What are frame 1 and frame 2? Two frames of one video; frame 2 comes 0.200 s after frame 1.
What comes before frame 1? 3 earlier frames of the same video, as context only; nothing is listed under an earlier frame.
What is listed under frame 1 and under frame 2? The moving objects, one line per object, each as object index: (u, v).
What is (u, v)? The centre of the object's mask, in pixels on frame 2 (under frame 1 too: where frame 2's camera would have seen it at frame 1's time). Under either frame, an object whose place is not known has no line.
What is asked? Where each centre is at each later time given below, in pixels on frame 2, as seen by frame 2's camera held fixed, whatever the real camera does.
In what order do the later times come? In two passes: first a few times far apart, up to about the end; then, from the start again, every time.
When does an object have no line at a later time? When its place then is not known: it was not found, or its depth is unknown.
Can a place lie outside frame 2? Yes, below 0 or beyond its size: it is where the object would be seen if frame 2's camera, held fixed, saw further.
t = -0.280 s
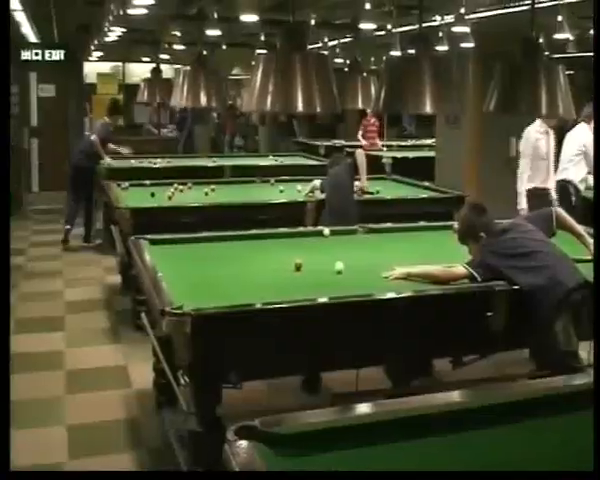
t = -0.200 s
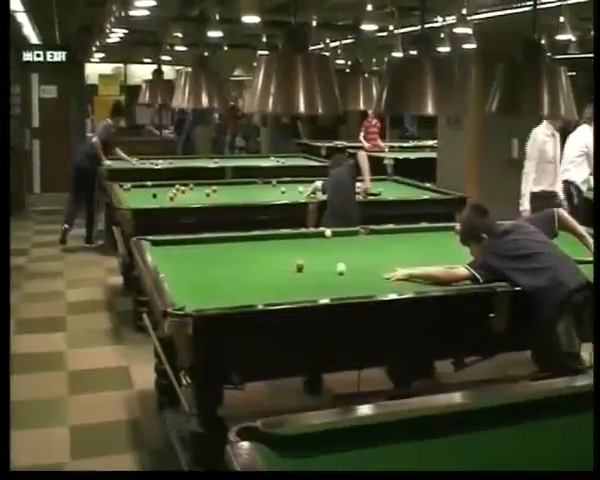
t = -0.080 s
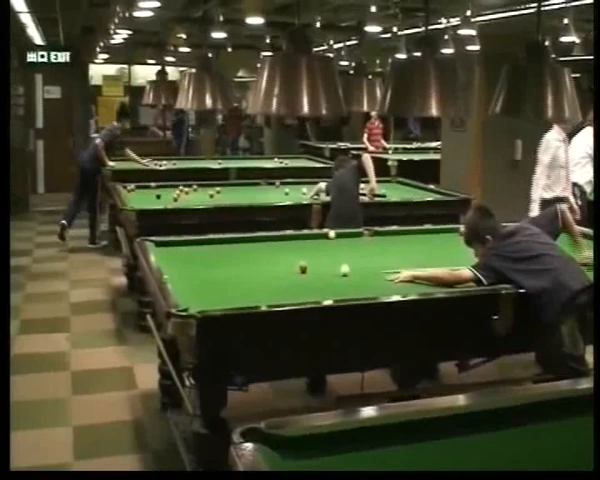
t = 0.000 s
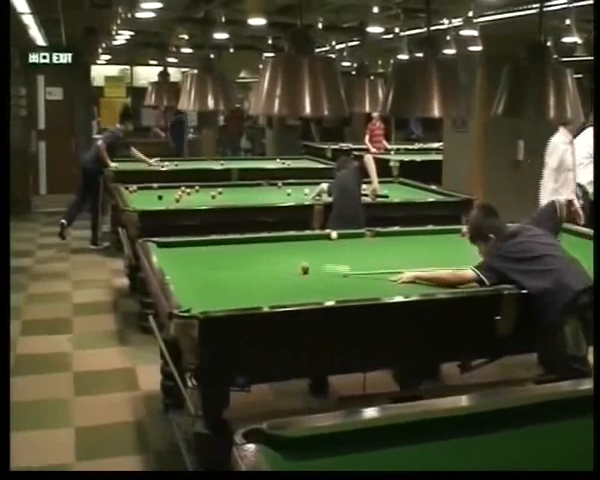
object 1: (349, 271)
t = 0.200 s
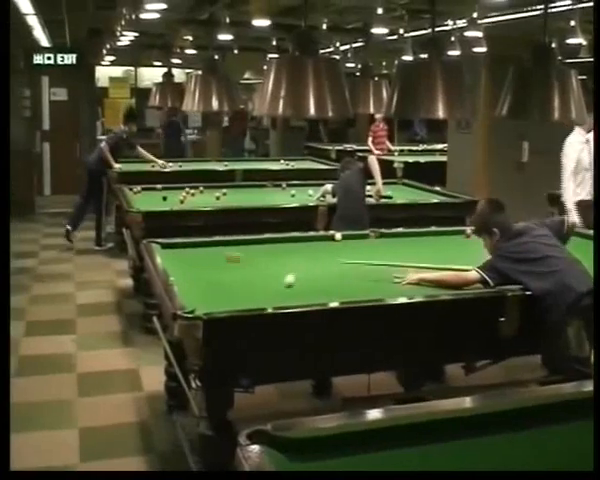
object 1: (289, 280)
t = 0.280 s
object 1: (280, 285)
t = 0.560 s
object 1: (264, 301)
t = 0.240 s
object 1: (285, 282)
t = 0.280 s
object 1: (280, 285)
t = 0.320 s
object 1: (275, 287)
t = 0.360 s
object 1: (272, 290)
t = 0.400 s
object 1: (269, 293)
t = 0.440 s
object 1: (267, 295)
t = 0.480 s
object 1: (266, 297)
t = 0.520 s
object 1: (265, 299)
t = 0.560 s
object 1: (264, 301)
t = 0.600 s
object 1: (263, 303)
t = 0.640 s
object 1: (261, 304)
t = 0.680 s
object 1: (253, 303)
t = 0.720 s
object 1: (246, 302)
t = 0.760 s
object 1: (239, 300)
